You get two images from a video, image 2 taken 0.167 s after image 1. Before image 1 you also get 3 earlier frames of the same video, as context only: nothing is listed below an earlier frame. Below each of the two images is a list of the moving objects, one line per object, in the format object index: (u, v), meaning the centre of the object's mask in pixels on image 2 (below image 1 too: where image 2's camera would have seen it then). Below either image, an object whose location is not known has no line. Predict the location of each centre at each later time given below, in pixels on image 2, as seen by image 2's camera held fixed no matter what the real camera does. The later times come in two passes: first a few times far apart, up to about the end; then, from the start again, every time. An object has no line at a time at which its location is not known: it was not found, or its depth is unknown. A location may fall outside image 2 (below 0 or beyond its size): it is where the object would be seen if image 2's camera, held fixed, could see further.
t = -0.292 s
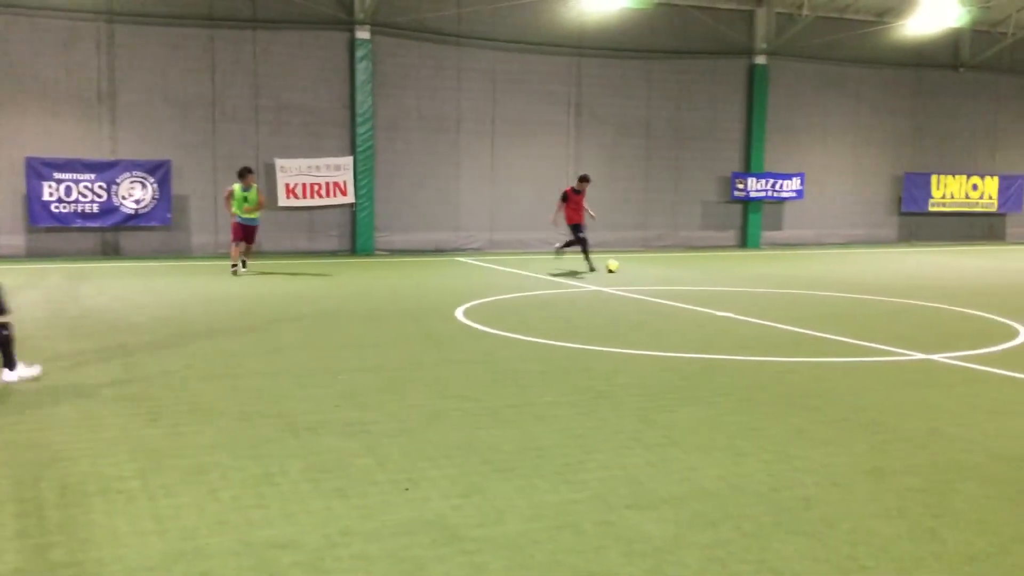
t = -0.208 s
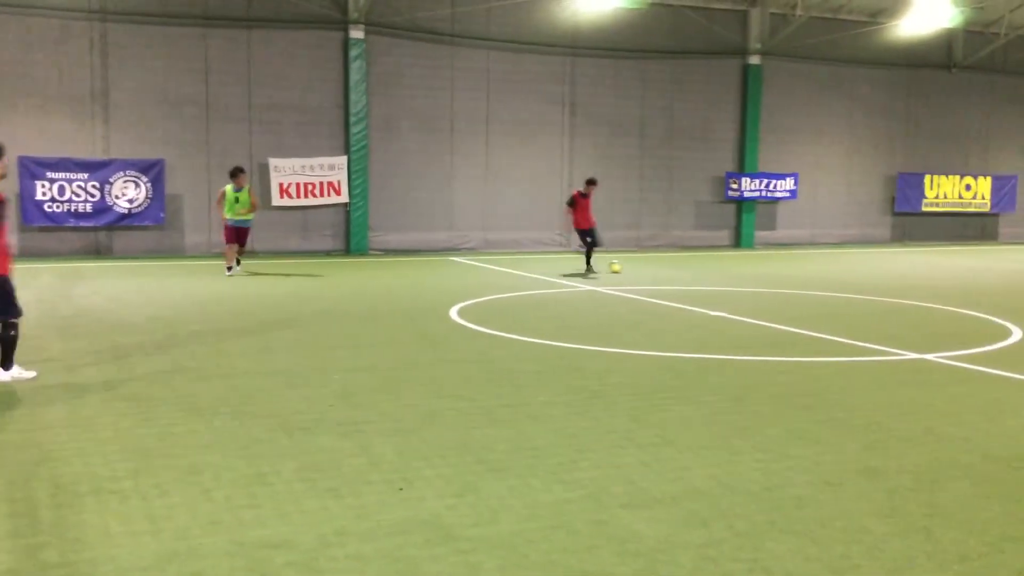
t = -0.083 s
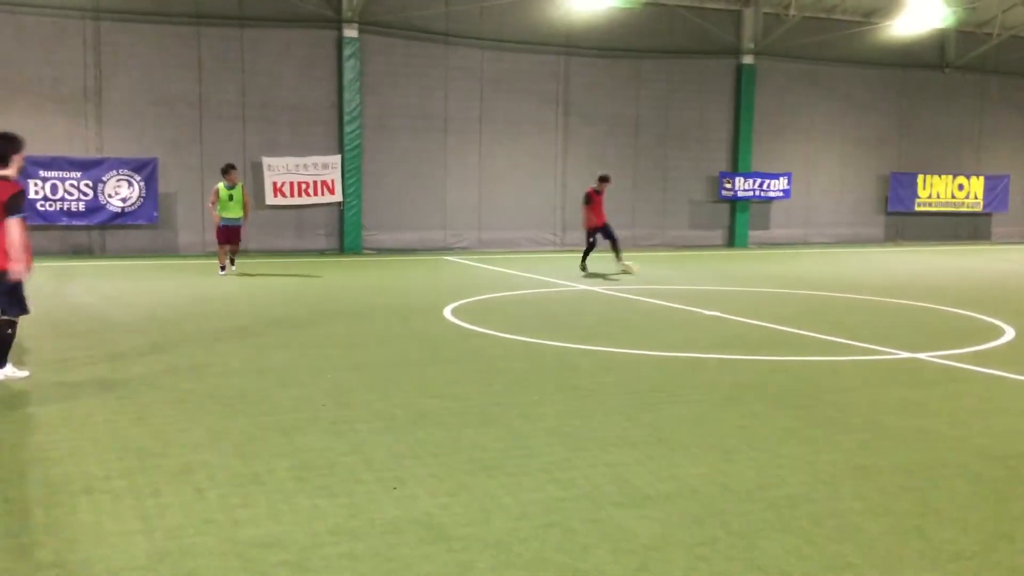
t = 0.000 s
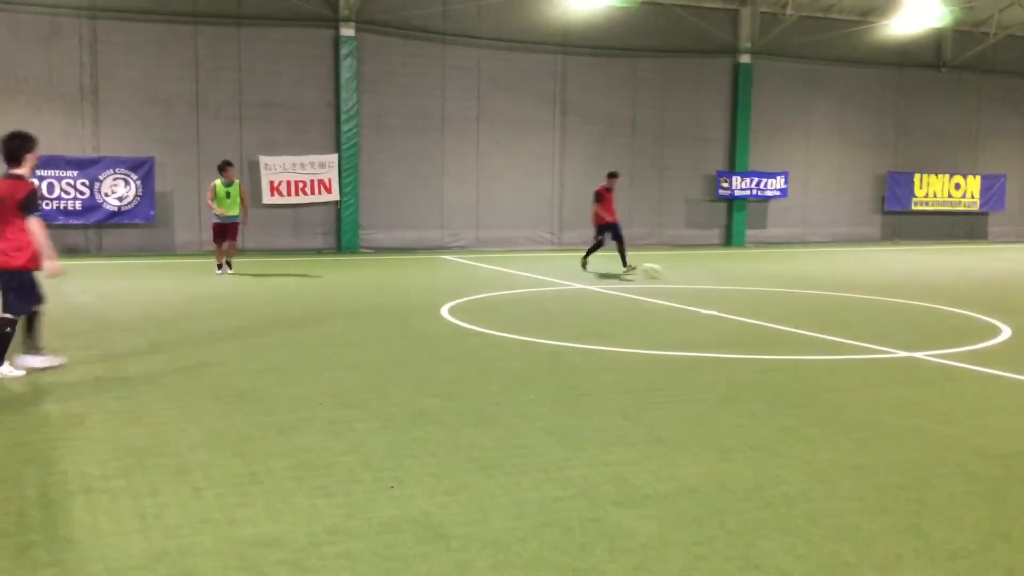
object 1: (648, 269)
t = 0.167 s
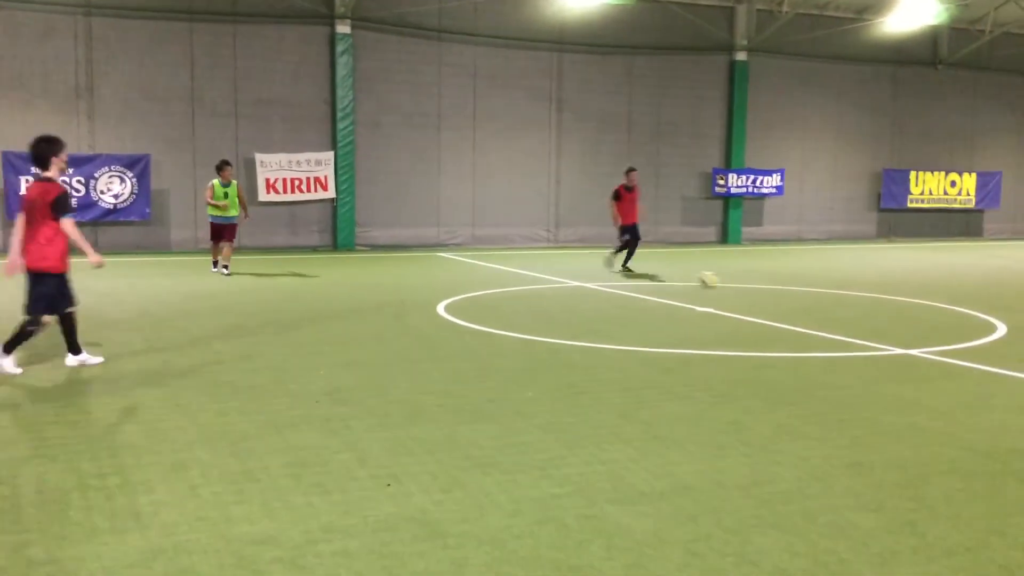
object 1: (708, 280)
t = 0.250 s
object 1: (739, 285)
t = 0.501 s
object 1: (848, 304)
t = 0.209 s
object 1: (723, 282)
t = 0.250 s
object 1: (739, 285)
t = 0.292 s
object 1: (758, 289)
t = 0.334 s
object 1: (774, 291)
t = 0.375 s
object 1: (793, 294)
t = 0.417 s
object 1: (811, 297)
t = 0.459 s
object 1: (828, 301)
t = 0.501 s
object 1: (848, 304)
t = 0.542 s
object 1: (870, 308)
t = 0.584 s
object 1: (890, 311)
